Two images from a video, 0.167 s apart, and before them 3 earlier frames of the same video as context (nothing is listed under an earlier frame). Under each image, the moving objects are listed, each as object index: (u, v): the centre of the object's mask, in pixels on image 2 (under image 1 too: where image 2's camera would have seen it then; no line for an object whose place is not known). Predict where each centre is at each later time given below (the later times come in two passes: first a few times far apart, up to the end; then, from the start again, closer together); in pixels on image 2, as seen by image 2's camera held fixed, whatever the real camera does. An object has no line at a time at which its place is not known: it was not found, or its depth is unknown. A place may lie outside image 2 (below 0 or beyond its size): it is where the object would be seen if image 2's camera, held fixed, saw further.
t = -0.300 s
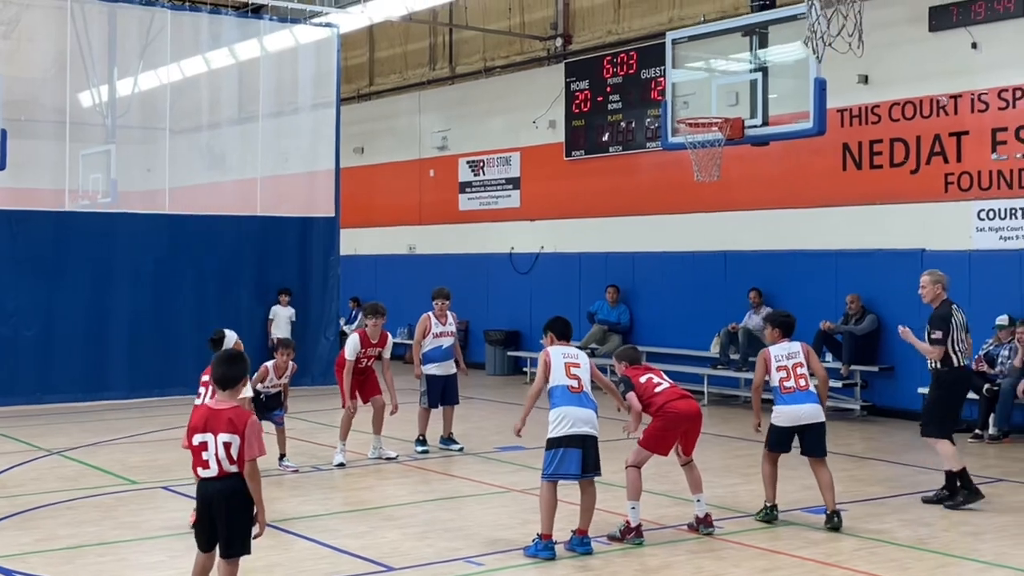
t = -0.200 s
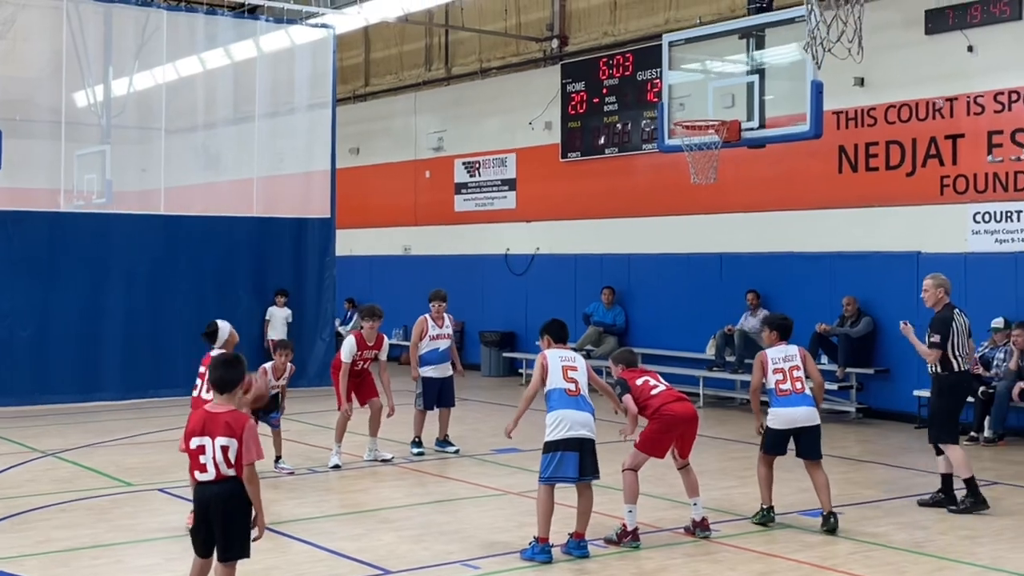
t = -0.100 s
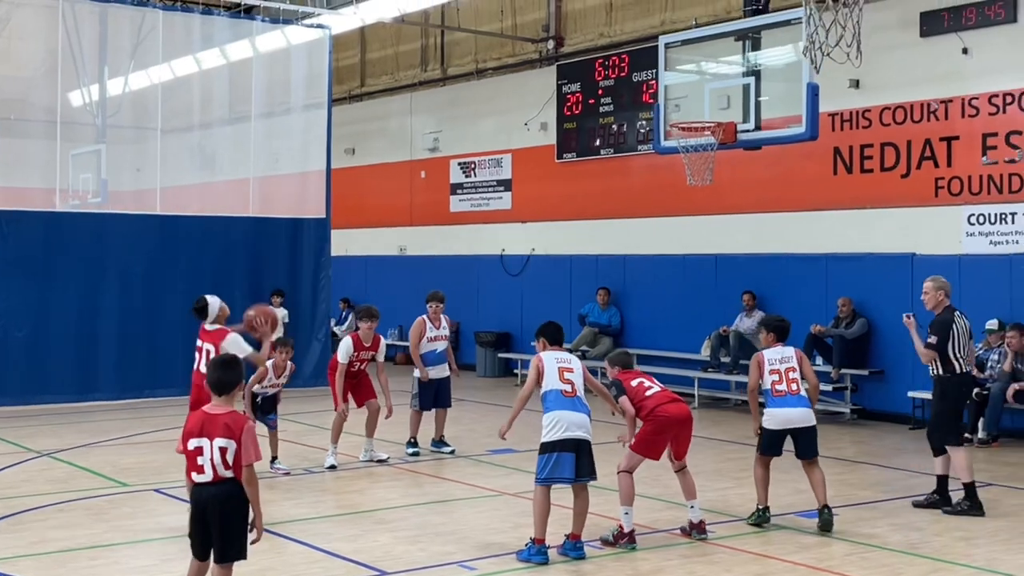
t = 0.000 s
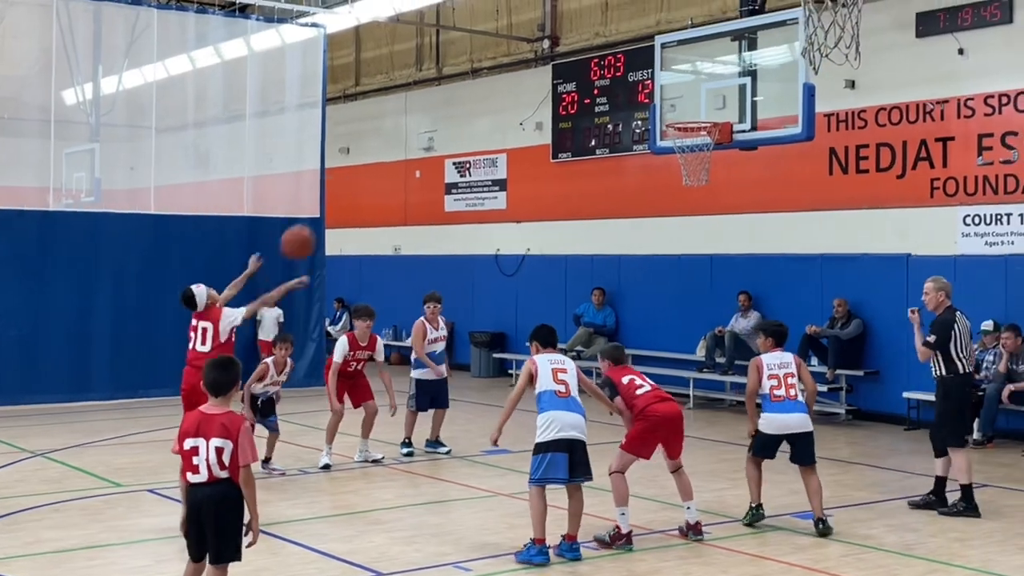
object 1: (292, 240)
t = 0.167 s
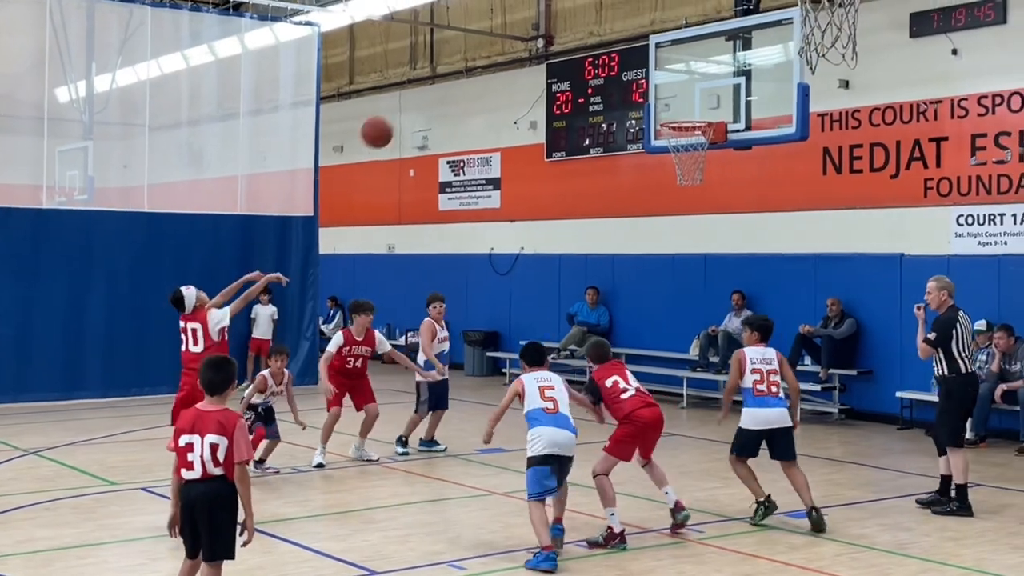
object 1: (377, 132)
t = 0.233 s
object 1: (408, 102)
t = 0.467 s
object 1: (509, 43)
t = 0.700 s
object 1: (599, 50)
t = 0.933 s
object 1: (678, 111)
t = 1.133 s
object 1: (690, 162)
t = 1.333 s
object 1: (668, 210)
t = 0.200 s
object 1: (392, 117)
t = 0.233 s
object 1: (408, 102)
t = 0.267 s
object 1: (424, 90)
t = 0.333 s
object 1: (453, 68)
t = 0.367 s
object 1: (467, 59)
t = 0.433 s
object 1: (495, 47)
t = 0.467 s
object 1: (509, 43)
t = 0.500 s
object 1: (523, 39)
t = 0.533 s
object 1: (537, 38)
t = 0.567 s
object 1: (548, 38)
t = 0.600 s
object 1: (561, 39)
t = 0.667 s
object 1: (586, 45)
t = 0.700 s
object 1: (599, 50)
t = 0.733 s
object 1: (610, 55)
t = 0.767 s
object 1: (622, 63)
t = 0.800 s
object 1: (634, 71)
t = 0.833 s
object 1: (646, 82)
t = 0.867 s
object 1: (657, 92)
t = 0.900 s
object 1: (668, 104)
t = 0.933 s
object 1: (678, 111)
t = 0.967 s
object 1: (687, 114)
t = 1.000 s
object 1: (696, 128)
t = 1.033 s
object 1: (700, 136)
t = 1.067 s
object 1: (697, 145)
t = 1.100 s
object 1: (692, 154)
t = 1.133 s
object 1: (690, 162)
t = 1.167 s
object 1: (685, 168)
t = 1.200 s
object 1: (681, 174)
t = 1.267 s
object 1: (674, 189)
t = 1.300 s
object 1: (671, 199)
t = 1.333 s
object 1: (668, 210)
